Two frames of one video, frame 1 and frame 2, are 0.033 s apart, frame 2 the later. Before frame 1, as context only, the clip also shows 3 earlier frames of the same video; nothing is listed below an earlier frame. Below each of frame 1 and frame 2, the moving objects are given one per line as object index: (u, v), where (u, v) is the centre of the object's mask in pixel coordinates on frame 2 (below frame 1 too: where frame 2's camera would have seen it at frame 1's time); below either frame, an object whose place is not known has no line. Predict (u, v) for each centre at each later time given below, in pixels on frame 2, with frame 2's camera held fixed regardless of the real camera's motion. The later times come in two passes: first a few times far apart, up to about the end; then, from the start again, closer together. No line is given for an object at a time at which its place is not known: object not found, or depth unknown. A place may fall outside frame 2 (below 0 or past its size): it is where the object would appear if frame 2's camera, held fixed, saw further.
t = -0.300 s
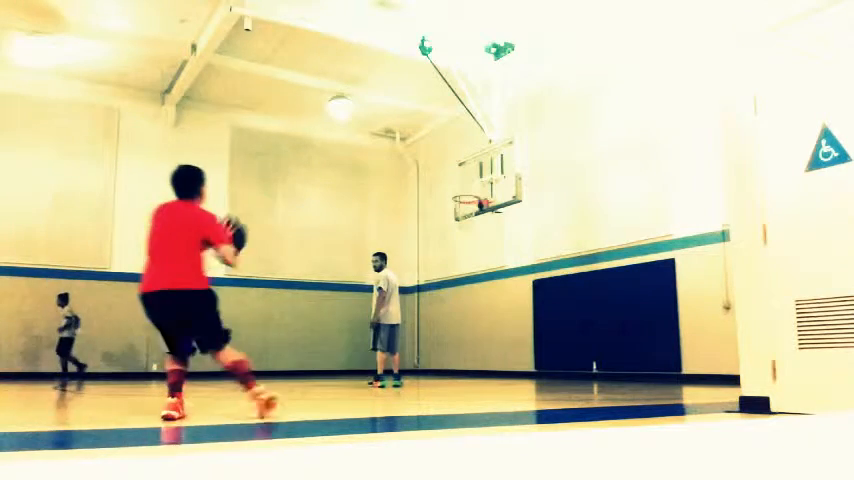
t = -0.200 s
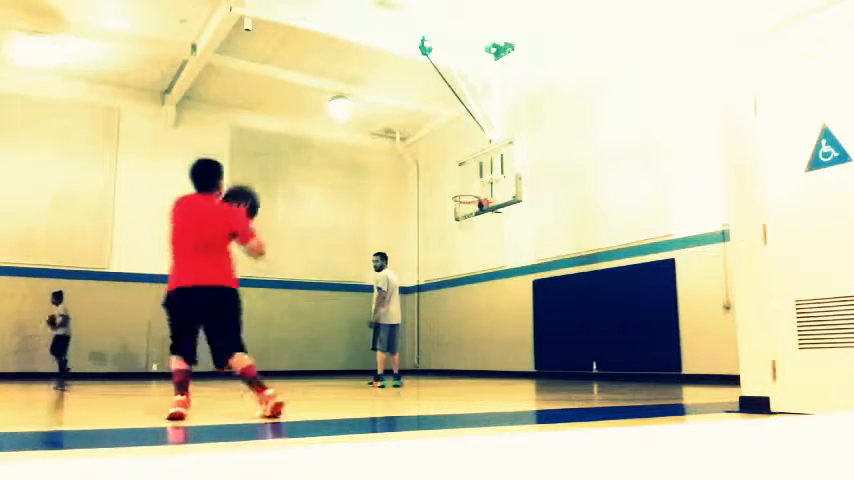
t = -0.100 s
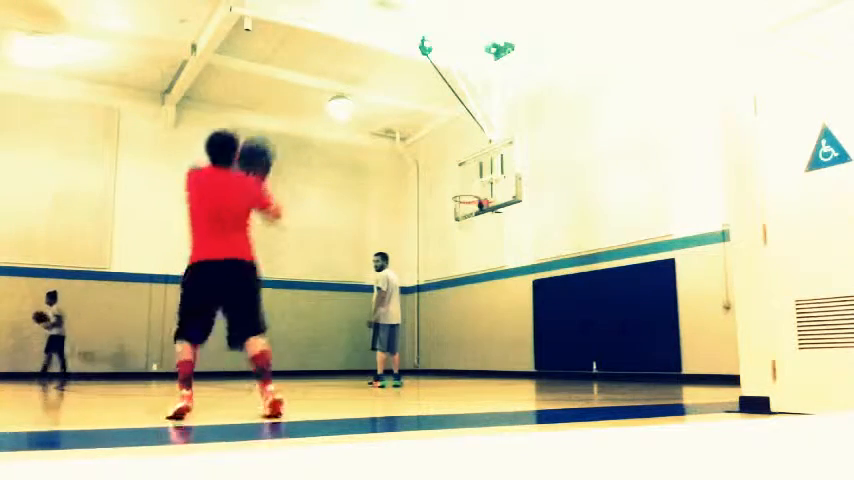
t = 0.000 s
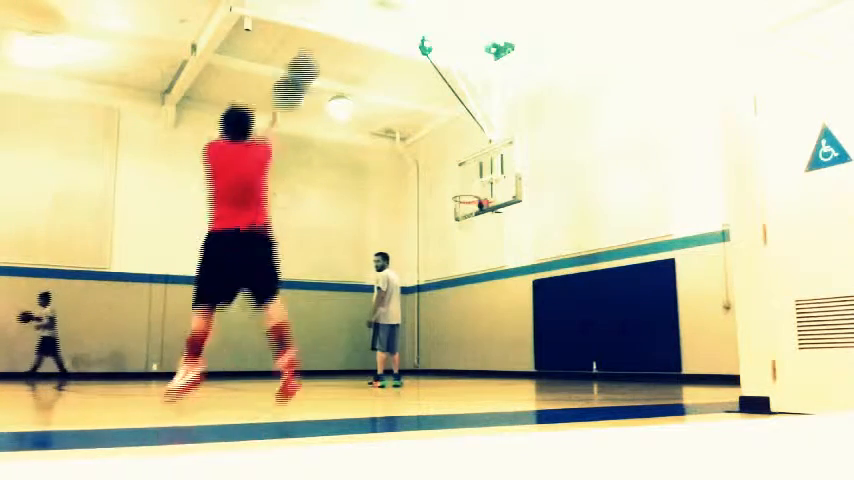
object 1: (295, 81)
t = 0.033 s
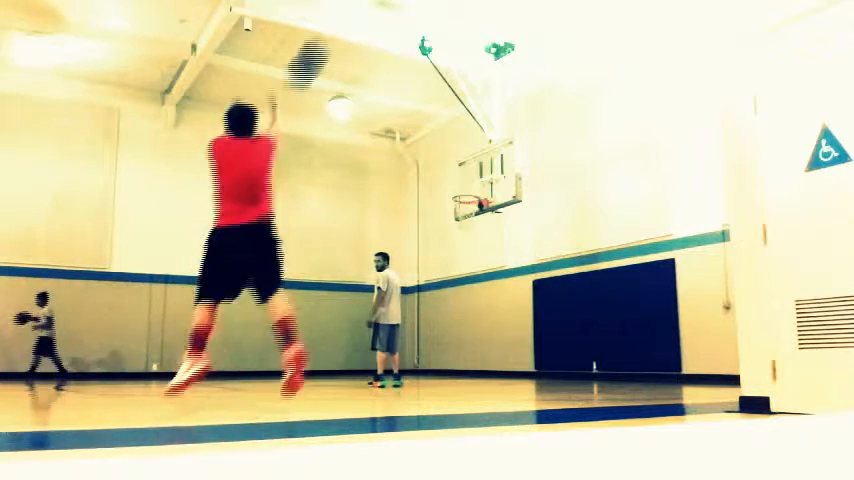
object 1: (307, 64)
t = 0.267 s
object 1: (368, 6)
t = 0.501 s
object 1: (408, 3)
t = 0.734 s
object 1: (439, 33)
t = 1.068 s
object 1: (471, 120)
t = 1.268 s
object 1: (482, 185)
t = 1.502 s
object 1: (448, 204)
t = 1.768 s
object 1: (454, 219)
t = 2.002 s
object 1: (471, 255)
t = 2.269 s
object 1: (493, 332)
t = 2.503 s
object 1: (509, 335)
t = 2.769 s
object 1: (526, 284)
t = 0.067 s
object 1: (312, 56)
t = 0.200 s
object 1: (351, 12)
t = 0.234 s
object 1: (360, 8)
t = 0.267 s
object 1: (368, 6)
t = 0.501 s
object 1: (408, 3)
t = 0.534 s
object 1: (413, 5)
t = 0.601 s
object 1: (423, 9)
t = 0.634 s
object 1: (427, 15)
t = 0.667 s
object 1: (431, 20)
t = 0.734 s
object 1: (439, 33)
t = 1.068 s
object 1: (471, 120)
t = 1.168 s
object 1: (479, 152)
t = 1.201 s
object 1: (482, 166)
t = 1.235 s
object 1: (484, 175)
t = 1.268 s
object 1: (482, 185)
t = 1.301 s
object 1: (474, 190)
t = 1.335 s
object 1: (465, 199)
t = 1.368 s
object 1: (457, 207)
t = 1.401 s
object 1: (453, 208)
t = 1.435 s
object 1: (450, 207)
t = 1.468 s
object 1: (449, 205)
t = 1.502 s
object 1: (448, 204)
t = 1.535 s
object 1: (447, 203)
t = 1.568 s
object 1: (448, 204)
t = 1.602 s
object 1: (448, 206)
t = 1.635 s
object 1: (450, 207)
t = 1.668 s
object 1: (449, 209)
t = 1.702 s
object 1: (450, 212)
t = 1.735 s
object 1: (452, 216)
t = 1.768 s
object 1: (454, 219)
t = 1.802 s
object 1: (455, 223)
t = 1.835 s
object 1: (458, 227)
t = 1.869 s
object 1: (460, 231)
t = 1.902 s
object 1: (463, 236)
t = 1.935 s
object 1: (465, 242)
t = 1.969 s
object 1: (468, 248)
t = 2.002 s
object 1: (471, 255)
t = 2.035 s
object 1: (473, 263)
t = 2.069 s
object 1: (477, 271)
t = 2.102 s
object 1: (479, 279)
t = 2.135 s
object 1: (482, 289)
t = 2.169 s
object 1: (485, 298)
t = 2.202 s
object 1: (487, 310)
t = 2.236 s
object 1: (489, 319)
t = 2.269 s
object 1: (493, 332)
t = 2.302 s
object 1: (496, 345)
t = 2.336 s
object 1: (499, 358)
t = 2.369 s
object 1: (502, 369)
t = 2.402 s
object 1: (503, 366)
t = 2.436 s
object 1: (505, 355)
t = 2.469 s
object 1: (508, 345)
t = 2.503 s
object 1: (509, 335)
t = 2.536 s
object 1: (512, 326)
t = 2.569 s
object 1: (514, 318)
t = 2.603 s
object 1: (516, 311)
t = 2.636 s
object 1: (518, 304)
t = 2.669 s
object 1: (521, 298)
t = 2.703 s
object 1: (522, 293)
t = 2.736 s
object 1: (525, 288)
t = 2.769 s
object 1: (526, 284)
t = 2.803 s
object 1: (528, 280)
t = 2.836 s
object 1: (530, 278)
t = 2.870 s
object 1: (533, 276)
